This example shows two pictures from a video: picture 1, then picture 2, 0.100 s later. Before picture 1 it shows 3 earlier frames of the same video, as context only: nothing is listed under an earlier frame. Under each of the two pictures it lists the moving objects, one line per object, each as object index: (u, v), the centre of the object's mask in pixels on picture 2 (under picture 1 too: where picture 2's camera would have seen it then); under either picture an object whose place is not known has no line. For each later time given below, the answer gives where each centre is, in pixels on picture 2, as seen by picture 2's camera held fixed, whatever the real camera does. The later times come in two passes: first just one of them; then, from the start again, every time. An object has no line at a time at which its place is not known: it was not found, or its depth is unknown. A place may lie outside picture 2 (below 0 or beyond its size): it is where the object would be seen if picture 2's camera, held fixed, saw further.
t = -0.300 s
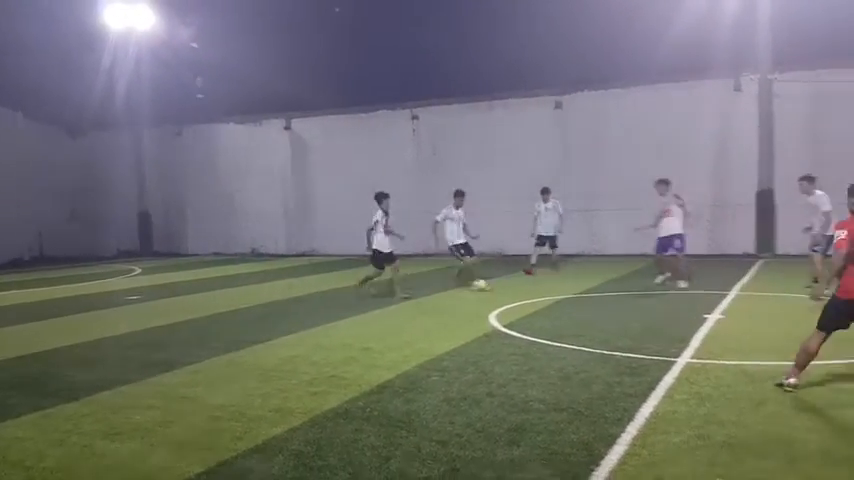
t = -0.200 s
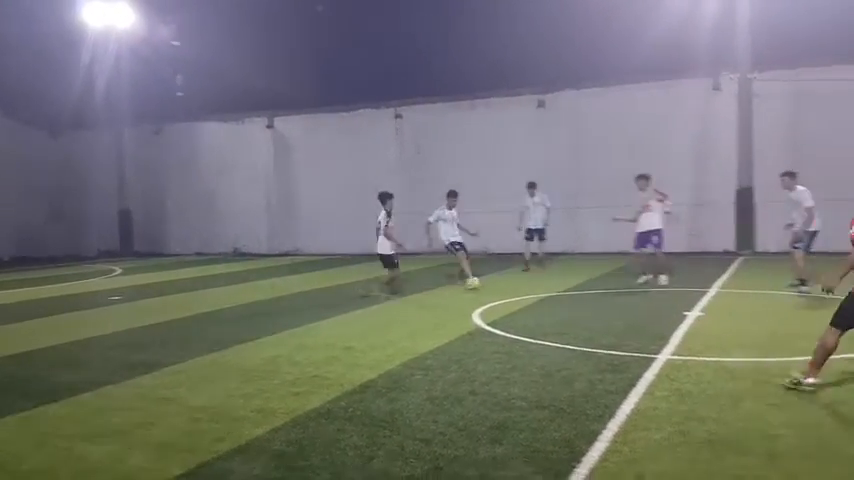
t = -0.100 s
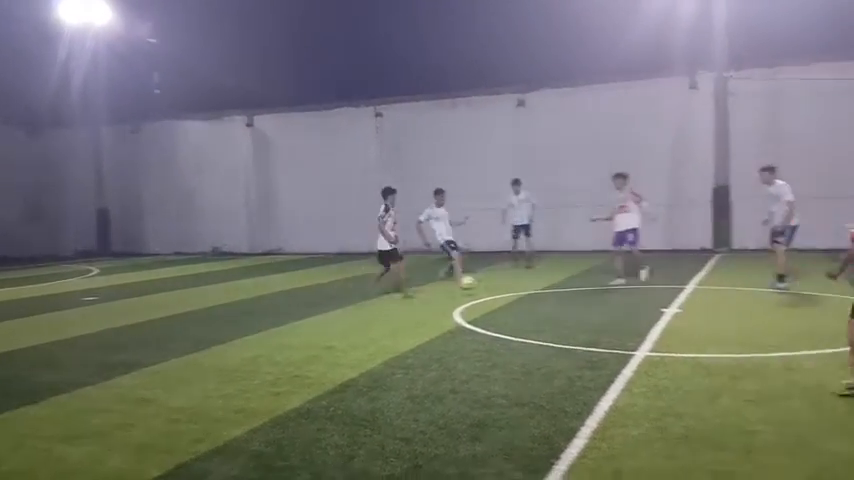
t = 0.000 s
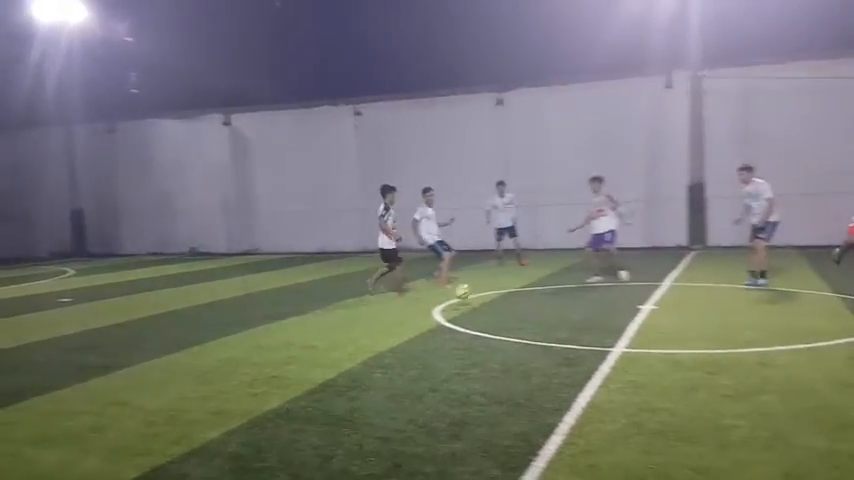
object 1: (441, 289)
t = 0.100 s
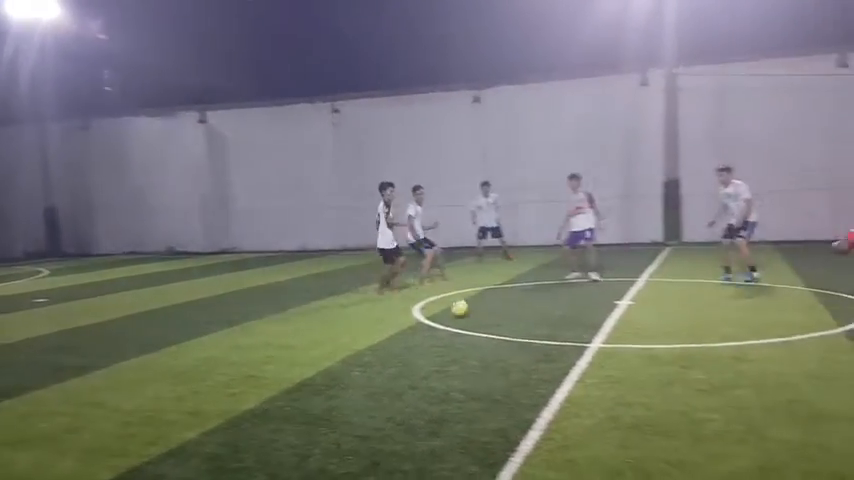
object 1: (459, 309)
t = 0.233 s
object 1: (485, 321)
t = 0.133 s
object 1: (466, 310)
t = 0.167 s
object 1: (472, 313)
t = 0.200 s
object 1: (478, 317)
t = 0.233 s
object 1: (485, 321)
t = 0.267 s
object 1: (493, 327)
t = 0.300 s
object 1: (501, 335)
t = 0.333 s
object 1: (509, 340)
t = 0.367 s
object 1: (517, 343)
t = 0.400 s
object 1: (526, 349)
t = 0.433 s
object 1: (535, 357)
